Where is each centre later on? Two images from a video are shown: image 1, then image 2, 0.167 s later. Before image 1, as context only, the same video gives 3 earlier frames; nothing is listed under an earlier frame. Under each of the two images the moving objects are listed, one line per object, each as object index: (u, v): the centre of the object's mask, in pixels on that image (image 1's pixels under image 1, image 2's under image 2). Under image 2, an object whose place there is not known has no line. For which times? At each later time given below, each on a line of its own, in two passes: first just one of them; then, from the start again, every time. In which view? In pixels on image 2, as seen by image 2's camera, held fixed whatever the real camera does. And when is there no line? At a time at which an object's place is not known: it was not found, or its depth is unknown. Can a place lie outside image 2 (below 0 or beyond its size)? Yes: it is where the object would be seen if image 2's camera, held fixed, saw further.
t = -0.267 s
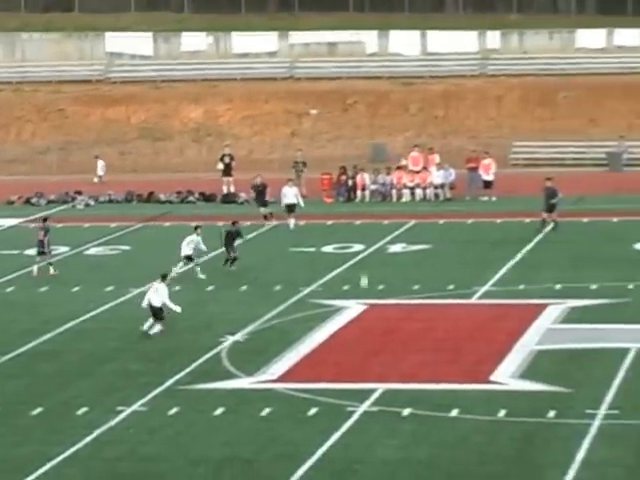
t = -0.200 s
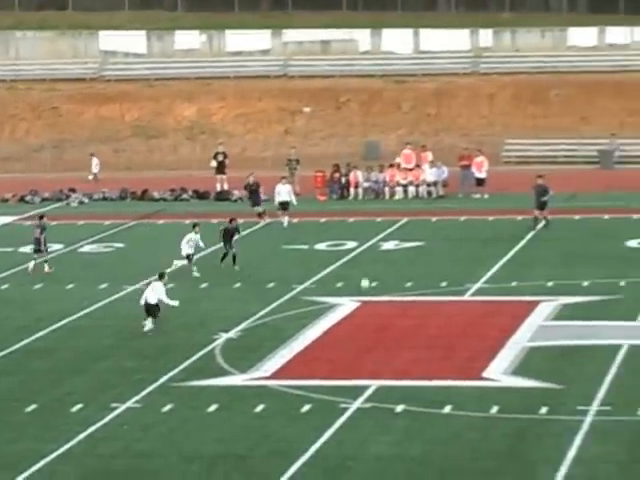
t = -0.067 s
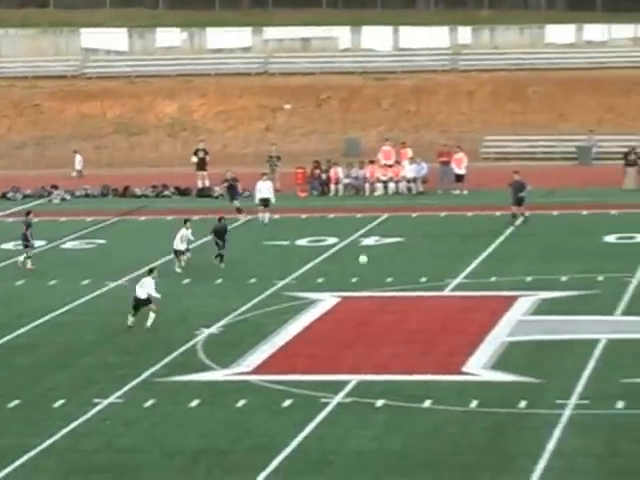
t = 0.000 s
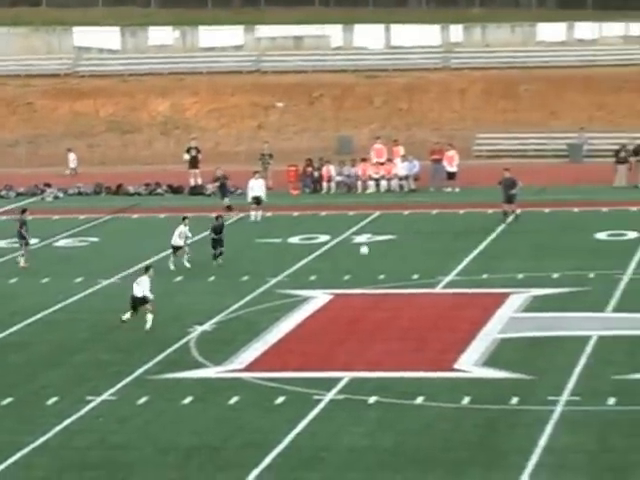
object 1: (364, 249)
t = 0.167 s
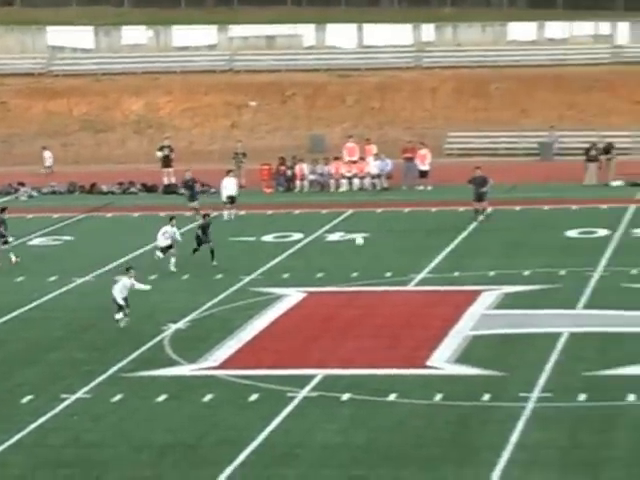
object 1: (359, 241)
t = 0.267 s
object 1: (373, 243)
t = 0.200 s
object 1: (364, 241)
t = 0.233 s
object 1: (369, 241)
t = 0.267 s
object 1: (373, 243)
